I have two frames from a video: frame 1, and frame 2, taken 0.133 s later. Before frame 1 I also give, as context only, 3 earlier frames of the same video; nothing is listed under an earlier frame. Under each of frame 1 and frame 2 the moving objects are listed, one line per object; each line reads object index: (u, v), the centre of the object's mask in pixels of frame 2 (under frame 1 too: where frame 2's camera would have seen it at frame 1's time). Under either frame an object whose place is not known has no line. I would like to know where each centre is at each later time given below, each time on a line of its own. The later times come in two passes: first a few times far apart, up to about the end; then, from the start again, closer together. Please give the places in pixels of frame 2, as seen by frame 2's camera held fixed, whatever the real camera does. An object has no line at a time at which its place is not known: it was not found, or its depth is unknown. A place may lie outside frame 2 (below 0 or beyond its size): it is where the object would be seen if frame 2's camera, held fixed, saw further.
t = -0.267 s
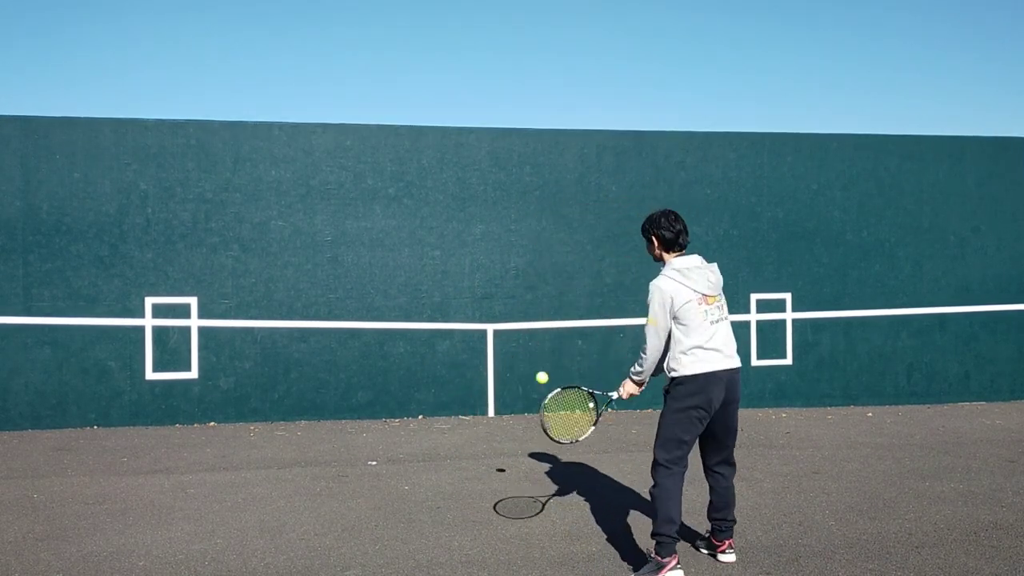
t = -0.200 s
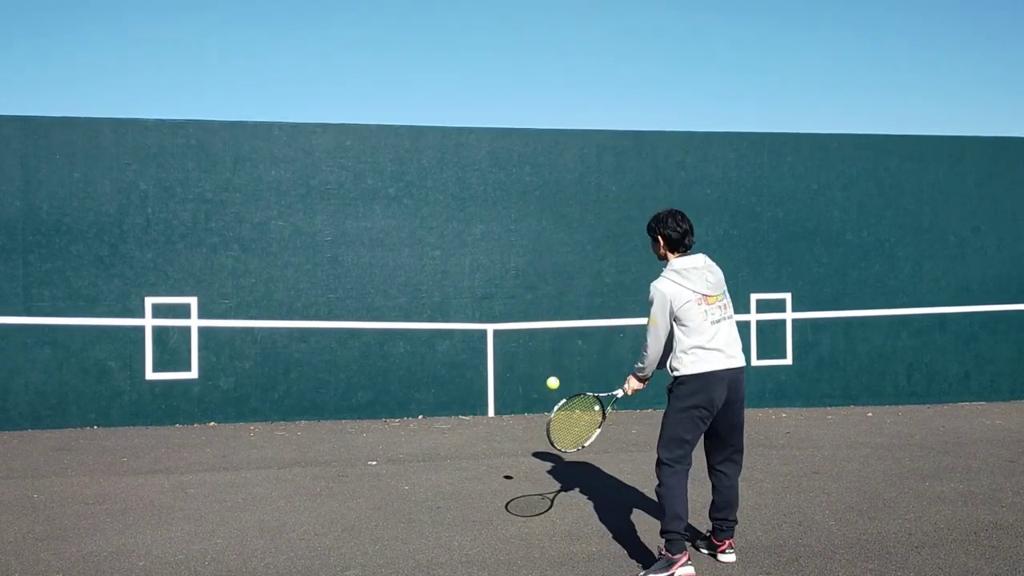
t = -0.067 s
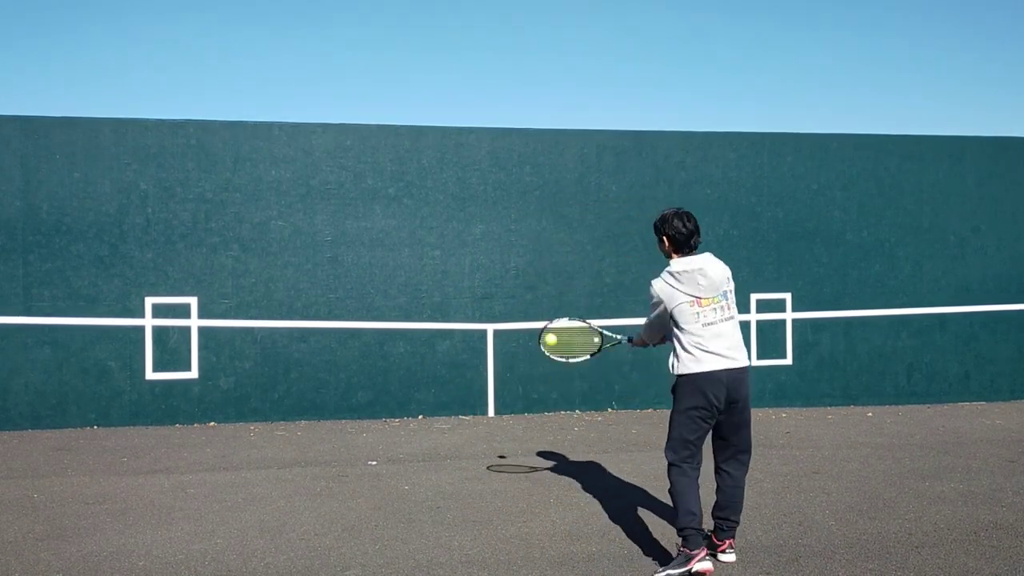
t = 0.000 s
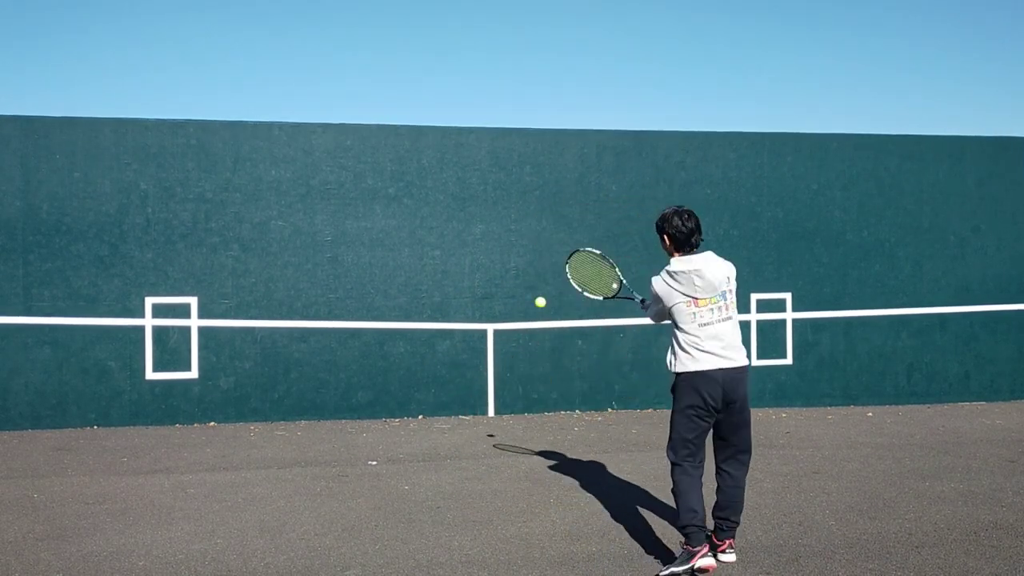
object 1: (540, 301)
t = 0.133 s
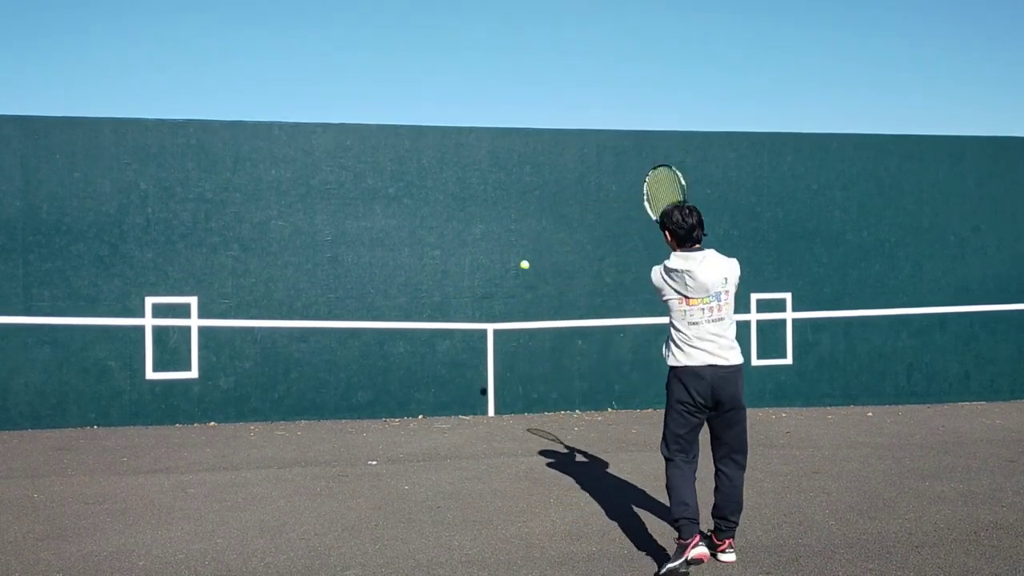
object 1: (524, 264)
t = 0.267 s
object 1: (514, 257)
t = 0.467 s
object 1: (528, 272)
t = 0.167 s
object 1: (521, 260)
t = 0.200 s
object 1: (518, 258)
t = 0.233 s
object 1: (516, 257)
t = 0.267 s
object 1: (514, 257)
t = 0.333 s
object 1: (509, 262)
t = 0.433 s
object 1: (521, 269)
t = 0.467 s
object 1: (528, 272)
